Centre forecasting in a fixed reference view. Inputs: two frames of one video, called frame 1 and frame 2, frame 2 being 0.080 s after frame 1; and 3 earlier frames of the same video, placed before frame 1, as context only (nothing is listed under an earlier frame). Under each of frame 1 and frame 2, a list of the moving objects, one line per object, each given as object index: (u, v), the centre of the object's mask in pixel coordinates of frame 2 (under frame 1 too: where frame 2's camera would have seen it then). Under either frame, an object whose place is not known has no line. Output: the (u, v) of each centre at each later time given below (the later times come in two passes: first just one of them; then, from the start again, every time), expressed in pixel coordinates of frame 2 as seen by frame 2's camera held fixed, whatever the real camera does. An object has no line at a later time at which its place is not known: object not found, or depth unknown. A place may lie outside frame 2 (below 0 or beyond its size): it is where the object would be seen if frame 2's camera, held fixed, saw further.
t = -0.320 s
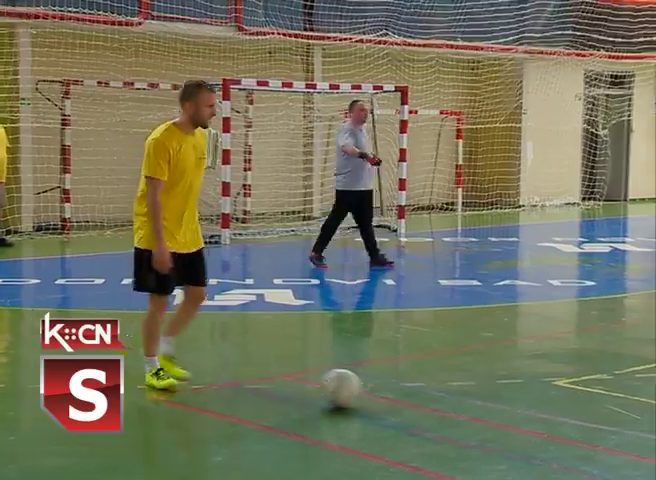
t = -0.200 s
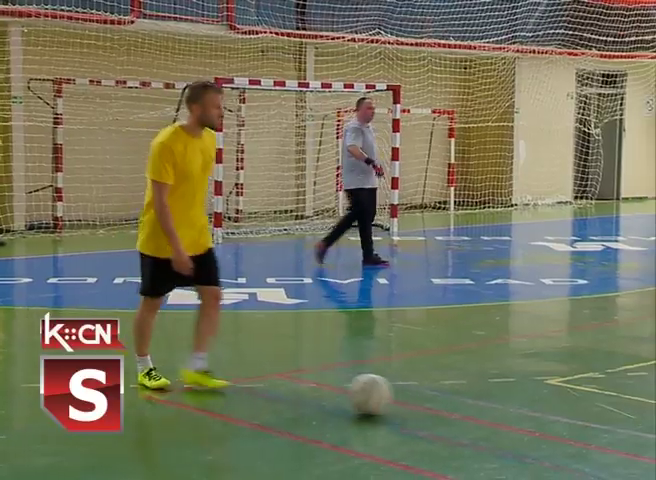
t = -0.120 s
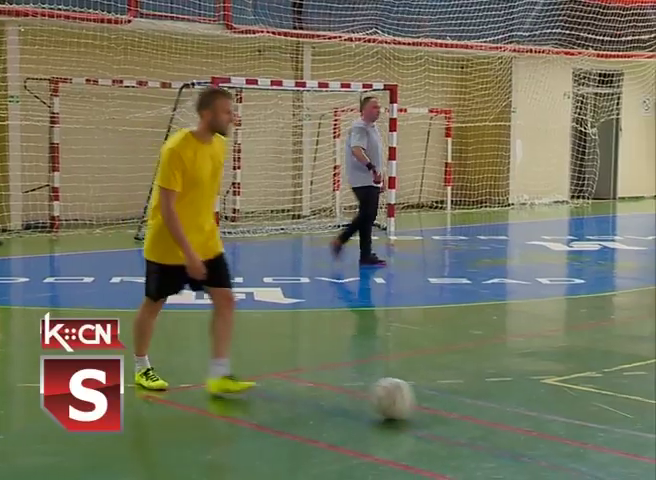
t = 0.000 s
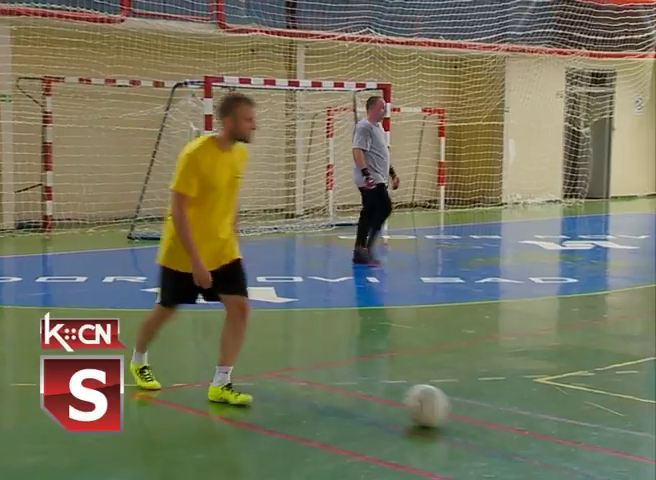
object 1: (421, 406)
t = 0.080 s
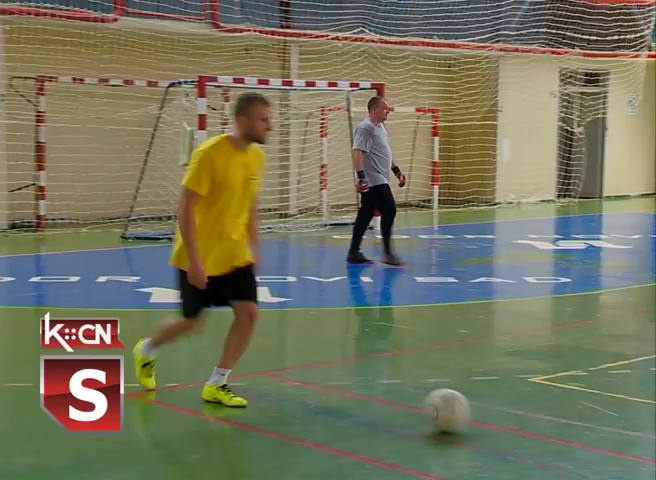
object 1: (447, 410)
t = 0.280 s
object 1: (519, 425)
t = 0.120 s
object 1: (461, 413)
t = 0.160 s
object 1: (476, 416)
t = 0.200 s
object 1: (491, 418)
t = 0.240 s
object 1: (505, 421)
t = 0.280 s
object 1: (519, 425)
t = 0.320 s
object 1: (532, 432)
